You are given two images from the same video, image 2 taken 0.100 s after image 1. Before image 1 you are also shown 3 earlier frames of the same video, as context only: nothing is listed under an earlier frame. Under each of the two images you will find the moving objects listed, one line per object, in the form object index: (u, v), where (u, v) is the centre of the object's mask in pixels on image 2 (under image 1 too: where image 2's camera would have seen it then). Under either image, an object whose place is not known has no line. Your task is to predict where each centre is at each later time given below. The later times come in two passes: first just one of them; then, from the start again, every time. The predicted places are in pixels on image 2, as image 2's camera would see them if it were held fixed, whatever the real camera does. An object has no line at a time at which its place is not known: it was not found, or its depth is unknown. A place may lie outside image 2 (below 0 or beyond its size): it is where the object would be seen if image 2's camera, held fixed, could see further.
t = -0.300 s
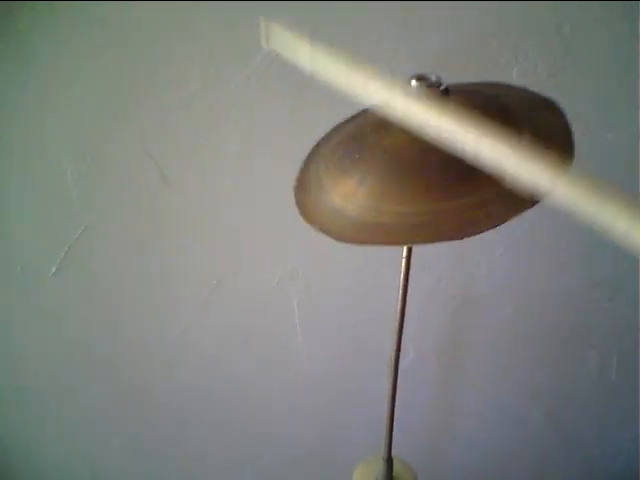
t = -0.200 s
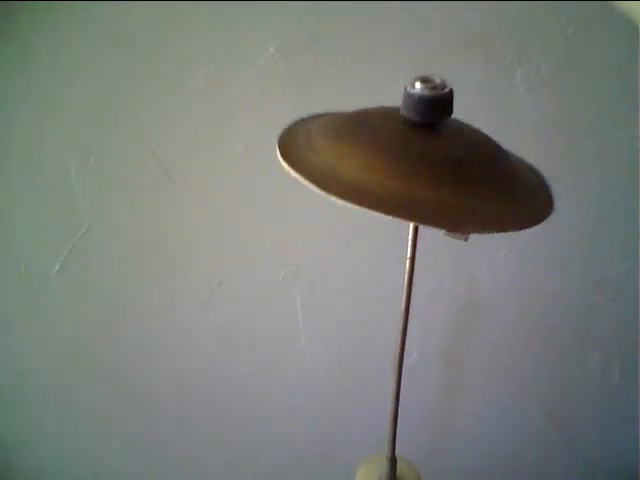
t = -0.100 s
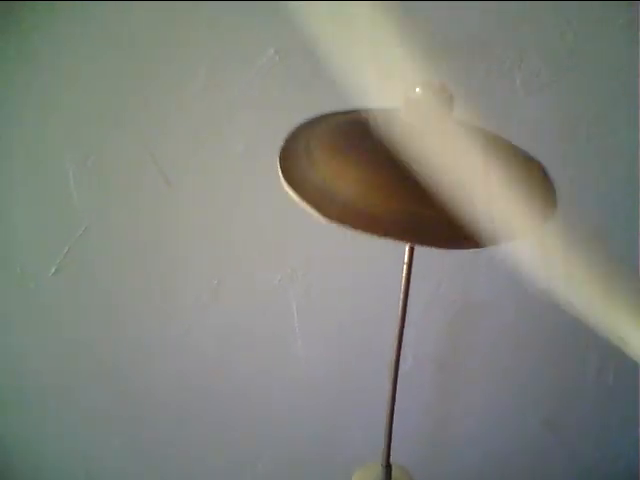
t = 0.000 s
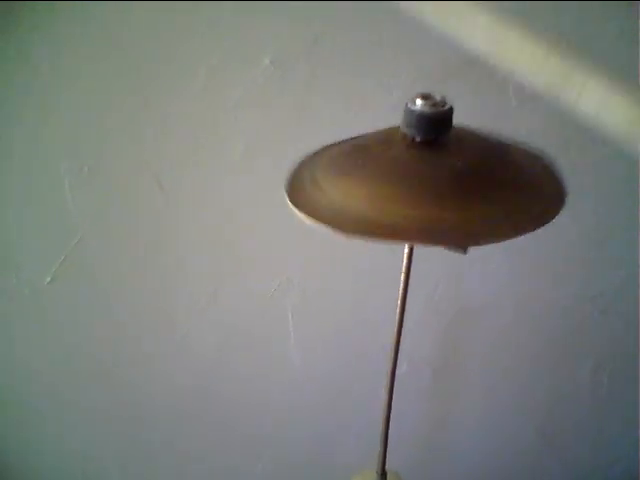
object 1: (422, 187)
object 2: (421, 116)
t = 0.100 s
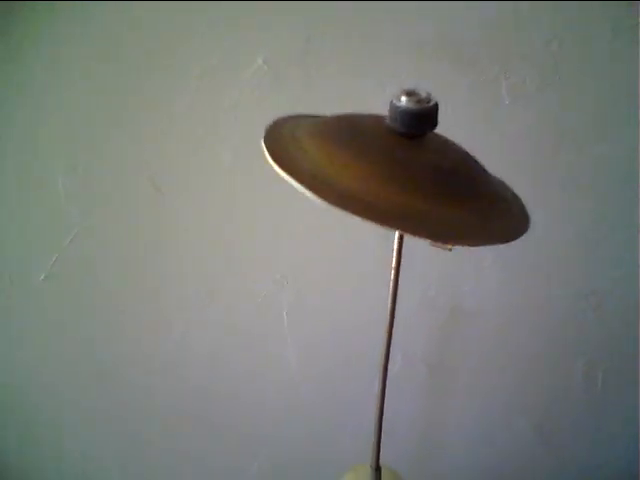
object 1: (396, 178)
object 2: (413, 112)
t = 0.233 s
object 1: (416, 179)
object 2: (408, 110)
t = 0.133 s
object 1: (398, 183)
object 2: (411, 112)
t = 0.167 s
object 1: (405, 184)
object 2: (409, 111)
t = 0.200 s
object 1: (414, 181)
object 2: (410, 110)
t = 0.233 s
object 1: (416, 179)
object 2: (408, 110)
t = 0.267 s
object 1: (414, 179)
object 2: (407, 109)
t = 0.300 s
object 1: (407, 182)
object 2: (404, 110)
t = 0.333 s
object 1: (398, 184)
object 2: (403, 112)
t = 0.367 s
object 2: (401, 112)
